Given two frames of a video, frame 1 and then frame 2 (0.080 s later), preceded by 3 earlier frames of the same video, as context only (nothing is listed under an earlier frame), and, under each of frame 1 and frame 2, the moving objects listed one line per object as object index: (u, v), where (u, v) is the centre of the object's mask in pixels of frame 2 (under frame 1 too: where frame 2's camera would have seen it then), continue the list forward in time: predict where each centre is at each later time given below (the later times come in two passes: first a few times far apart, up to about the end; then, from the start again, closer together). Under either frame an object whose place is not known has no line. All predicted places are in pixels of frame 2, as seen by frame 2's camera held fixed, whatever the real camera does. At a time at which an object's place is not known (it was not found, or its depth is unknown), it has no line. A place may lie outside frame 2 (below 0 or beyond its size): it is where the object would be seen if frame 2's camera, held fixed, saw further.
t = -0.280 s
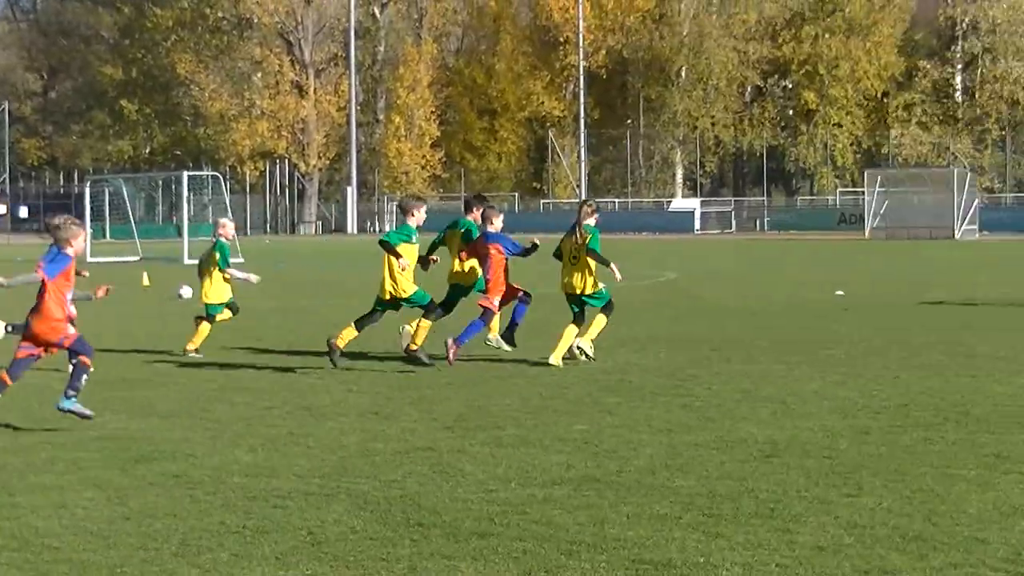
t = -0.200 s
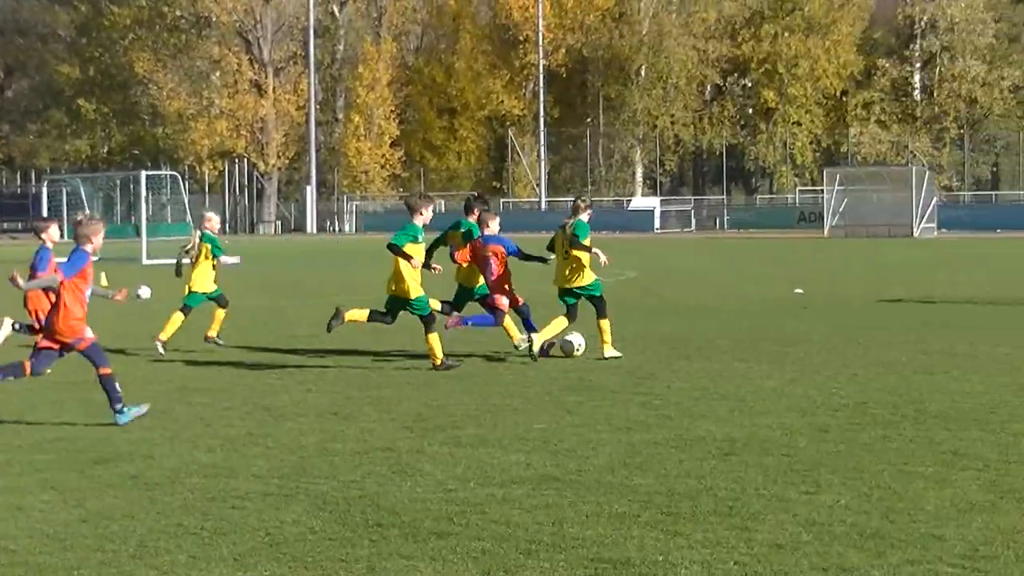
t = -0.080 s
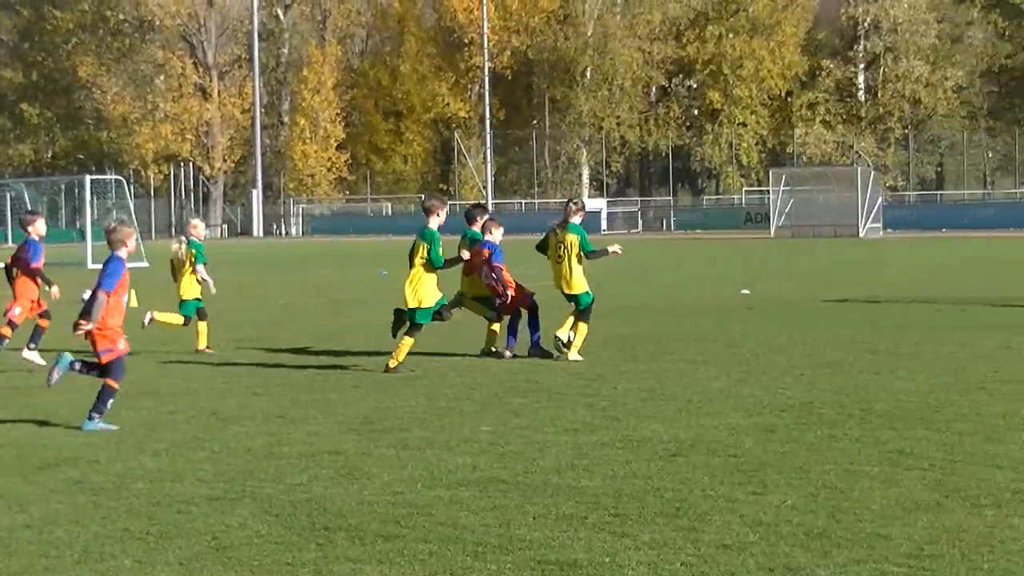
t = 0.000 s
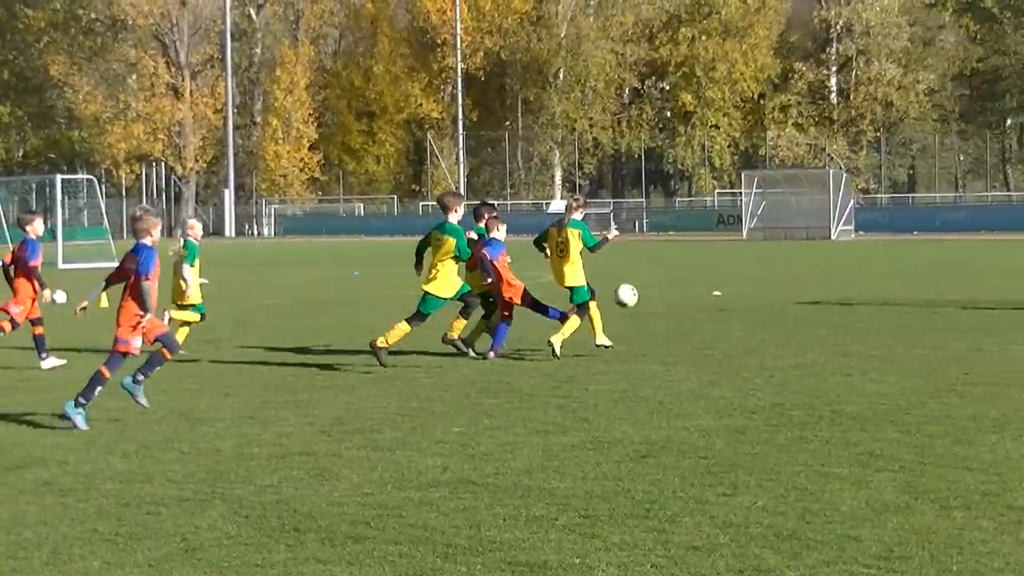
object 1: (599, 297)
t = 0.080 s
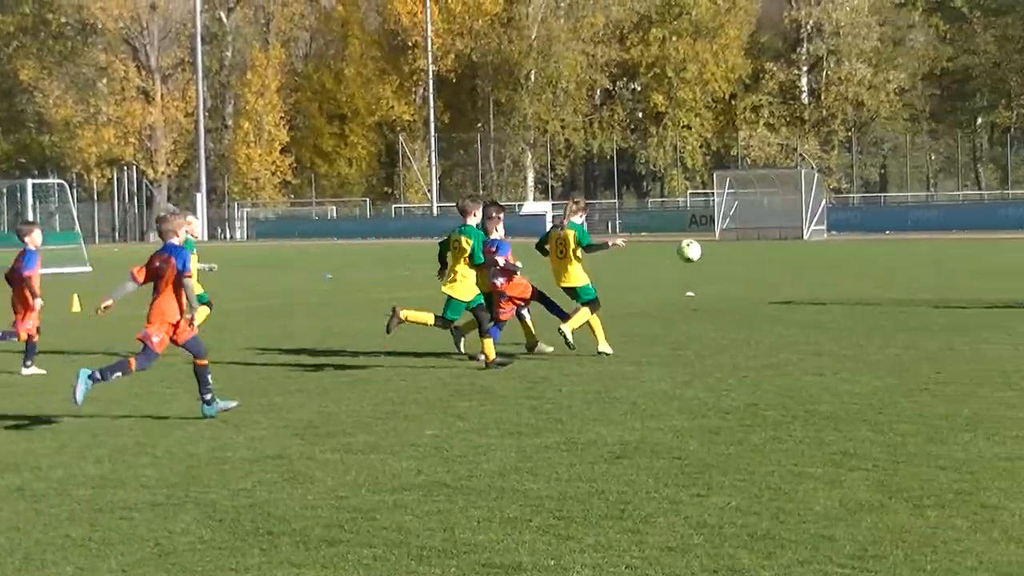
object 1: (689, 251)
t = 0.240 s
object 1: (855, 182)
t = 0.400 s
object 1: (1005, 143)
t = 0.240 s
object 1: (855, 182)
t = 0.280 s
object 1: (893, 170)
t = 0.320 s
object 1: (932, 159)
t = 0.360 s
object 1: (968, 150)
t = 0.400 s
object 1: (1005, 143)
